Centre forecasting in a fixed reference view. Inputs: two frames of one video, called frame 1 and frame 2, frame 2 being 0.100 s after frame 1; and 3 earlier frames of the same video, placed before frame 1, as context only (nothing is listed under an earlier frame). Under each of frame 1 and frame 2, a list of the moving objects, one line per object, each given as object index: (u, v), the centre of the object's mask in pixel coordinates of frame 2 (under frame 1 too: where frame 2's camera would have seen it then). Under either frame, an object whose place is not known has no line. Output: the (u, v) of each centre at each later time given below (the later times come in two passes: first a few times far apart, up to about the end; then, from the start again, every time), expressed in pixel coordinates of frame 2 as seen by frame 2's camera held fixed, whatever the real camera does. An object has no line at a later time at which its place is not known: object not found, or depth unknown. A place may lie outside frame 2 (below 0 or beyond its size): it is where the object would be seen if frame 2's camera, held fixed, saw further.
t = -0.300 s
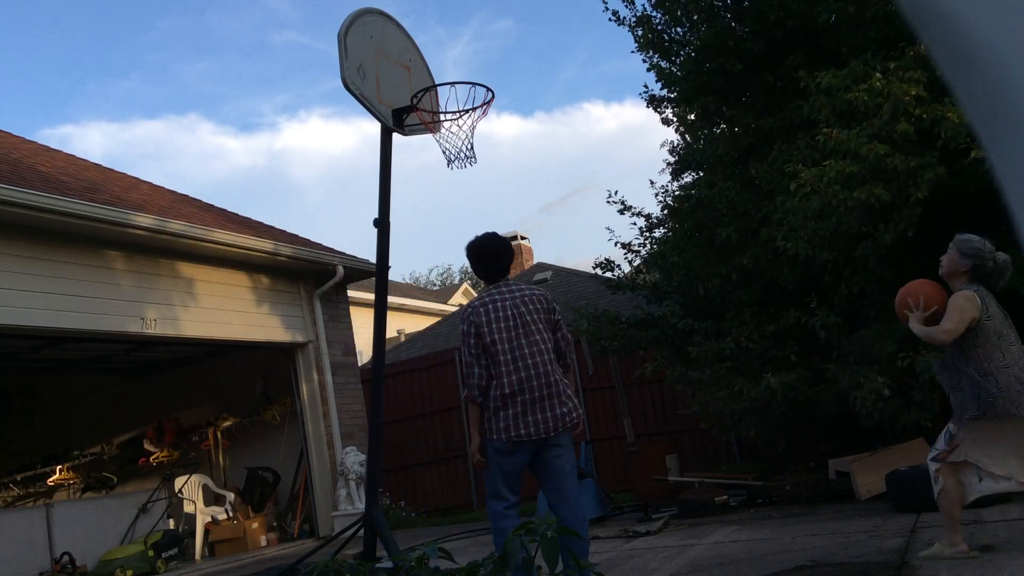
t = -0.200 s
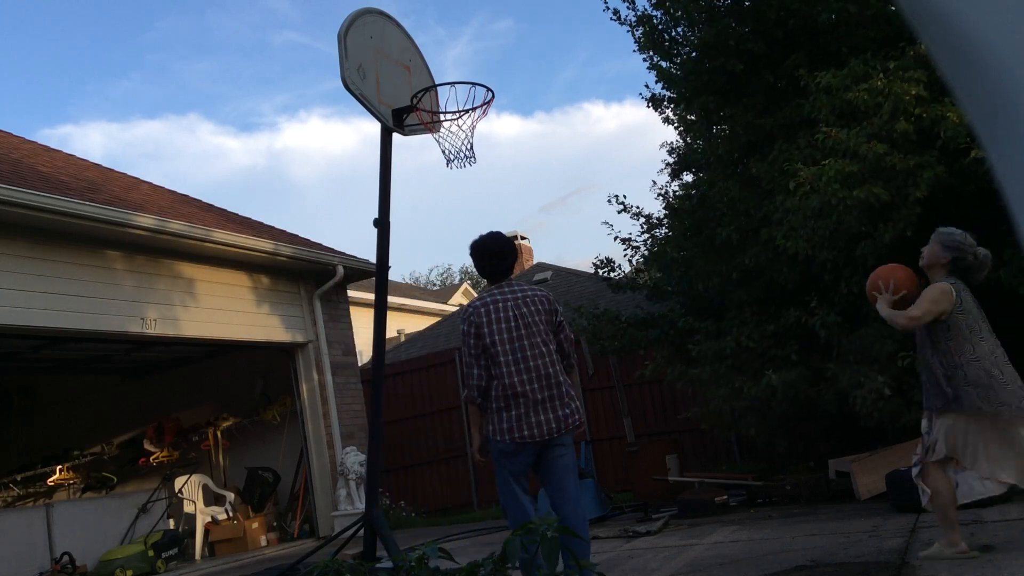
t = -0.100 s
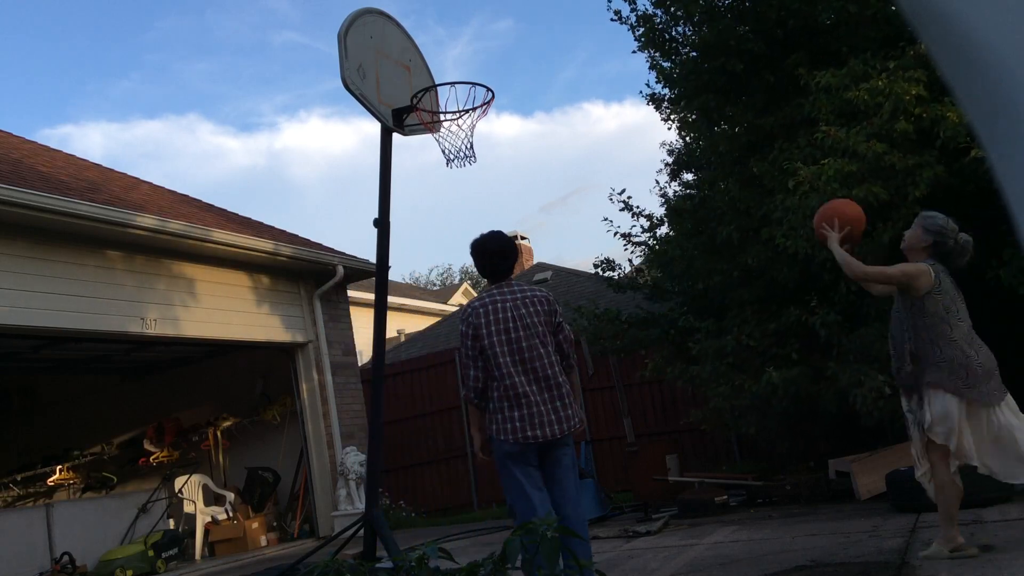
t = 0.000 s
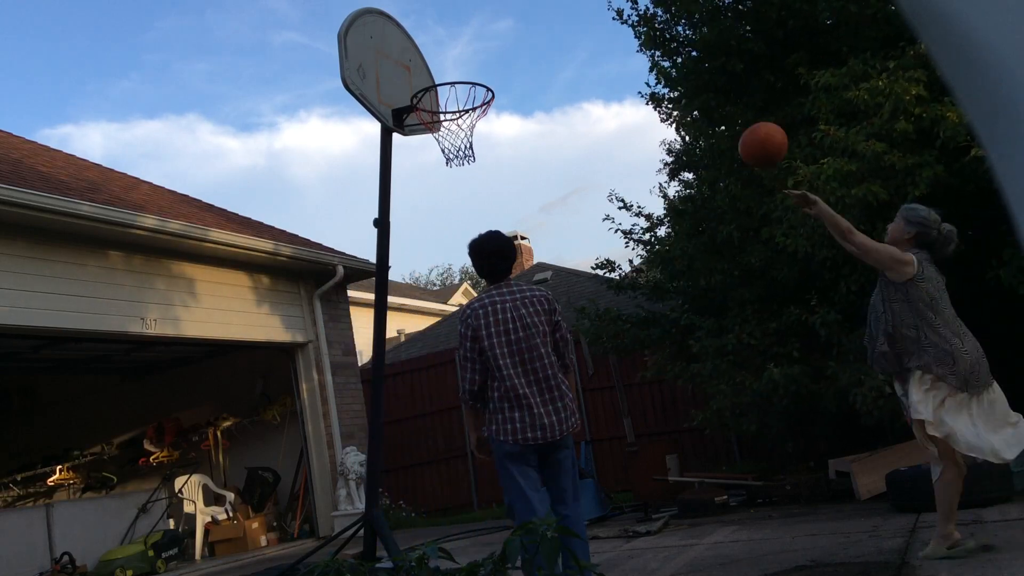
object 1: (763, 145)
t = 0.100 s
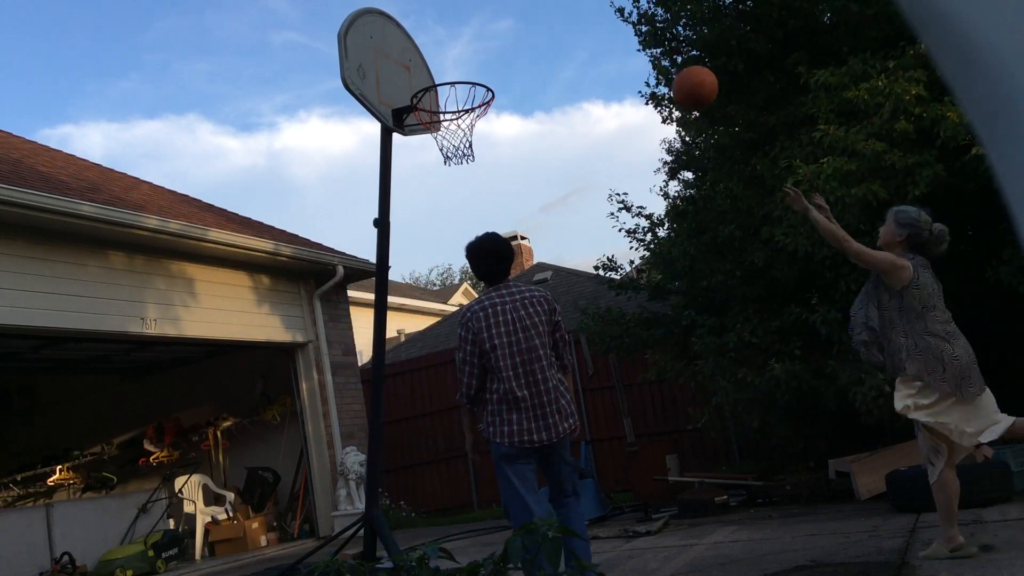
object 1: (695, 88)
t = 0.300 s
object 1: (580, 31)
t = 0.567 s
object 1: (463, 57)
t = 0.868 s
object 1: (443, 69)
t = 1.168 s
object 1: (456, 98)
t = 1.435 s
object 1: (444, 199)
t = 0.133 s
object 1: (674, 74)
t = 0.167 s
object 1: (654, 62)
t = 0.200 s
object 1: (634, 51)
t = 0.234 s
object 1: (616, 43)
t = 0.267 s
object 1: (598, 36)
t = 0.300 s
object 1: (580, 31)
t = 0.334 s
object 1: (564, 28)
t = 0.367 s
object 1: (548, 27)
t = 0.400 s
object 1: (533, 28)
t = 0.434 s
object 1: (517, 30)
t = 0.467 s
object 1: (503, 34)
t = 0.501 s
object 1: (489, 40)
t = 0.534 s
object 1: (476, 47)
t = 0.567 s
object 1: (463, 57)
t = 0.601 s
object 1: (451, 67)
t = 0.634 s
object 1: (440, 80)
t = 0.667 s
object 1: (429, 92)
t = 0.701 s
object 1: (421, 87)
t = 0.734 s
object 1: (423, 80)
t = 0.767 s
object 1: (428, 75)
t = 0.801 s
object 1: (433, 71)
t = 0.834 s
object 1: (438, 69)
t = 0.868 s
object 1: (443, 69)
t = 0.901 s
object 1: (448, 71)
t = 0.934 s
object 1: (454, 74)
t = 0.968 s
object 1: (460, 79)
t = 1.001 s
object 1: (467, 86)
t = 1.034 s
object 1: (468, 89)
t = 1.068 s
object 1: (465, 89)
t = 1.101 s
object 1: (462, 90)
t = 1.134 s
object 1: (459, 93)
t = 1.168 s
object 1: (456, 98)
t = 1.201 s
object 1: (453, 105)
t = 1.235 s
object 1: (451, 114)
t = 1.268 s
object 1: (449, 125)
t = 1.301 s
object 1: (447, 136)
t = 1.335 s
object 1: (446, 149)
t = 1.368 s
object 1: (445, 164)
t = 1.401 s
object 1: (444, 180)
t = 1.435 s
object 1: (444, 199)
